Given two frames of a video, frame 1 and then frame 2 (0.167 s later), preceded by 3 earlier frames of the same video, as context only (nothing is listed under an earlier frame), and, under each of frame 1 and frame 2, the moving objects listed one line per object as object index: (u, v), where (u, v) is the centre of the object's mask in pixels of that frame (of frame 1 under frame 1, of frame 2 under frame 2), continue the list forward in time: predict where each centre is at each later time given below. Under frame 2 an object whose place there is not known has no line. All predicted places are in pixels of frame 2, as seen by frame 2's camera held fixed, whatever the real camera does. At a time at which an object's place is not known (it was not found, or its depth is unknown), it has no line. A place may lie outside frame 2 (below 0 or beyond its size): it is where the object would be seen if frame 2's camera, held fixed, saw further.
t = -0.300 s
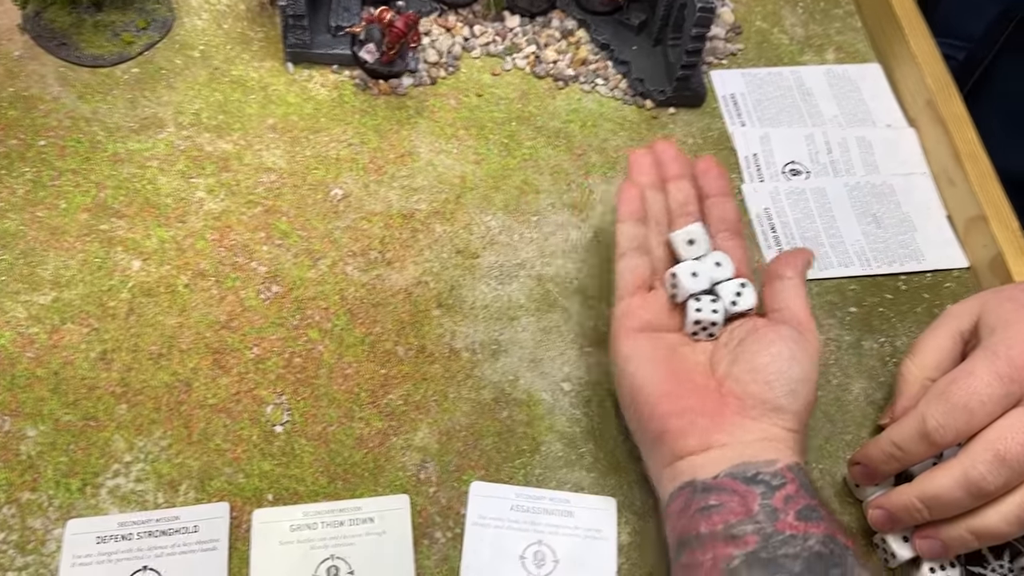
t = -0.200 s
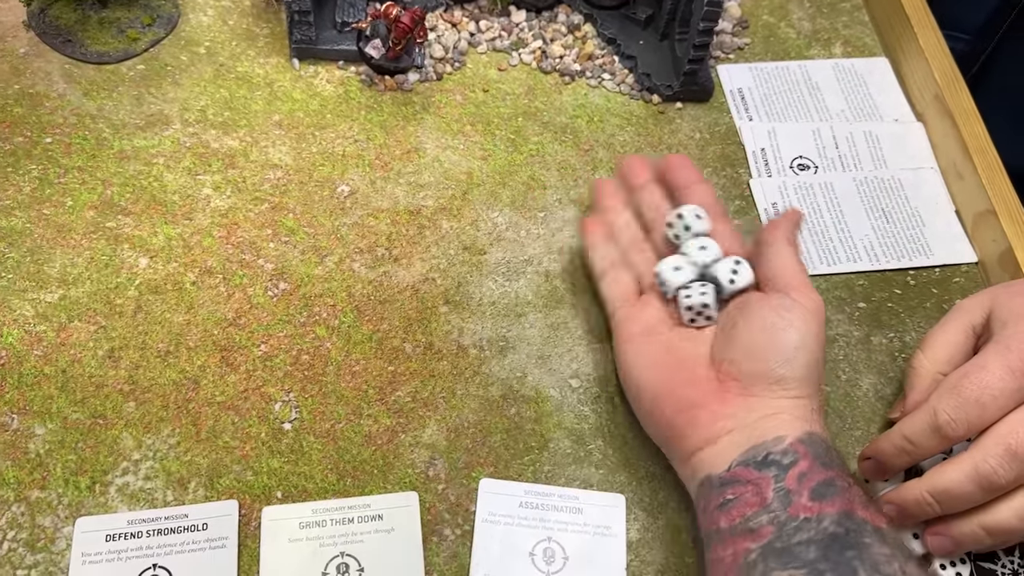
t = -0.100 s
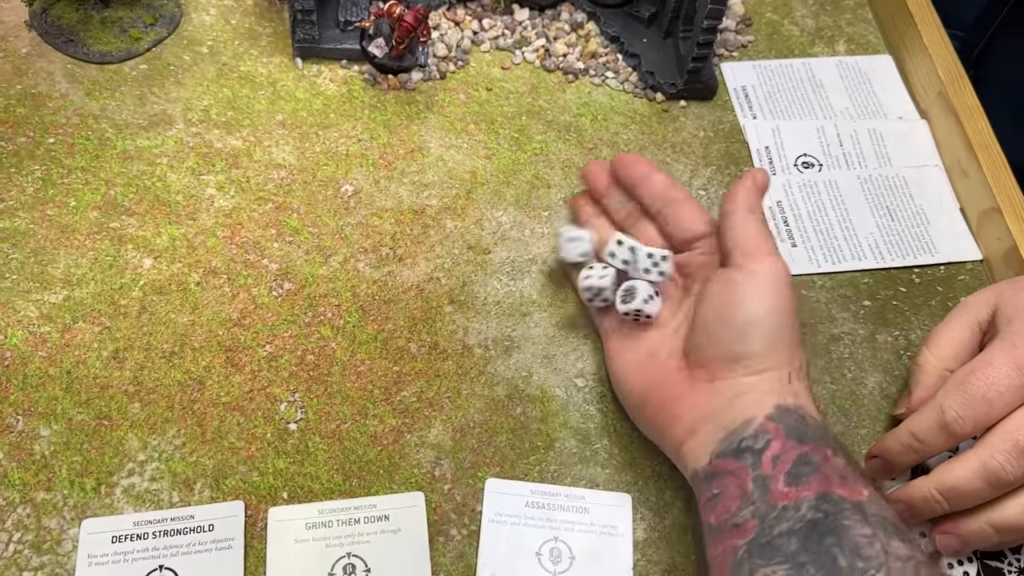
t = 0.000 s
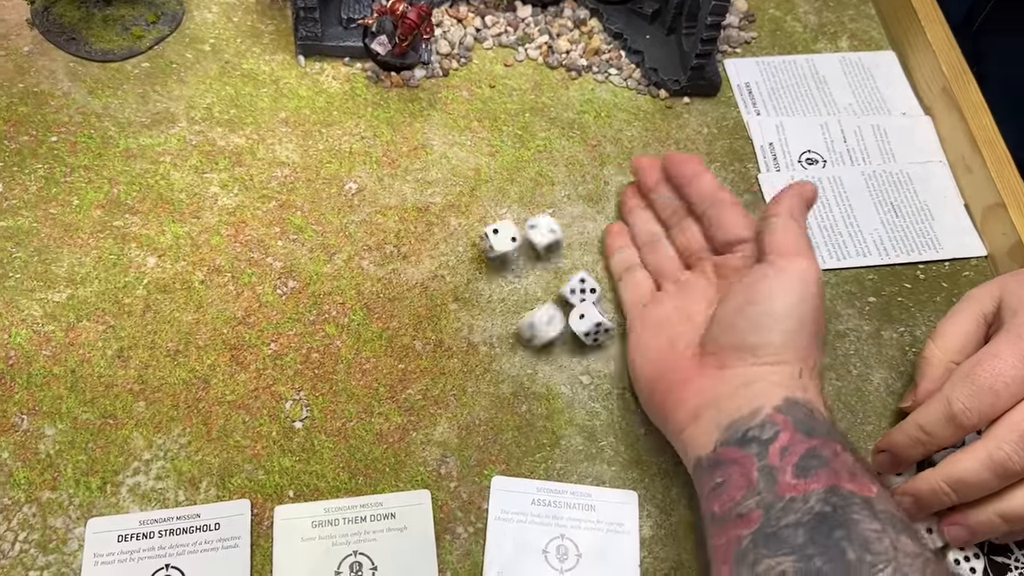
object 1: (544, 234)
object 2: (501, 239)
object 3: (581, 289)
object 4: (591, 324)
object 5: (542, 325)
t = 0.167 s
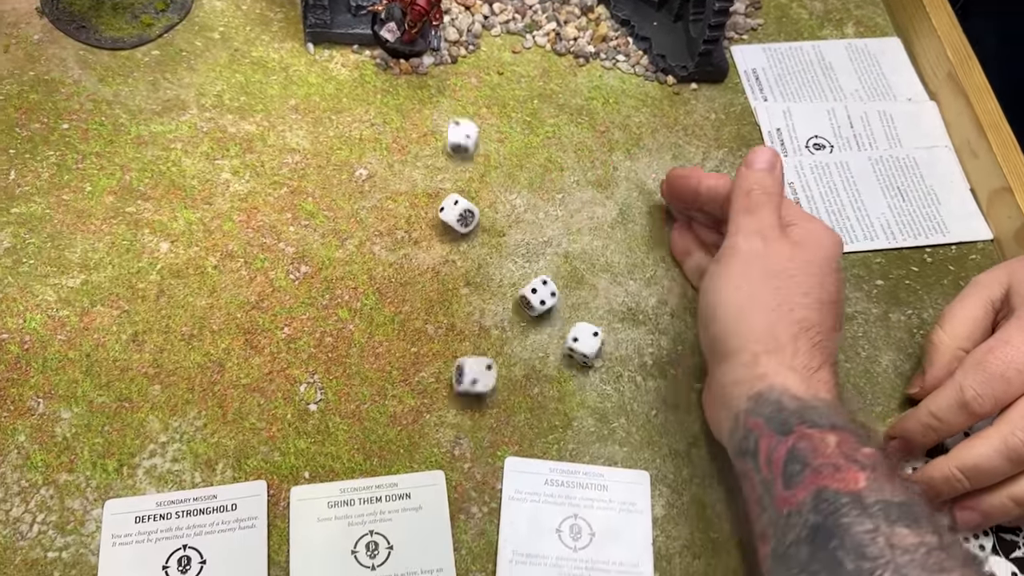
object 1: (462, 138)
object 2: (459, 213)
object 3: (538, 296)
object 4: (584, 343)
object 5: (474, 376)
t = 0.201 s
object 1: (455, 128)
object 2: (457, 213)
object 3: (530, 295)
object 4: (578, 346)
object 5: (462, 387)
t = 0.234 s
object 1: (451, 123)
